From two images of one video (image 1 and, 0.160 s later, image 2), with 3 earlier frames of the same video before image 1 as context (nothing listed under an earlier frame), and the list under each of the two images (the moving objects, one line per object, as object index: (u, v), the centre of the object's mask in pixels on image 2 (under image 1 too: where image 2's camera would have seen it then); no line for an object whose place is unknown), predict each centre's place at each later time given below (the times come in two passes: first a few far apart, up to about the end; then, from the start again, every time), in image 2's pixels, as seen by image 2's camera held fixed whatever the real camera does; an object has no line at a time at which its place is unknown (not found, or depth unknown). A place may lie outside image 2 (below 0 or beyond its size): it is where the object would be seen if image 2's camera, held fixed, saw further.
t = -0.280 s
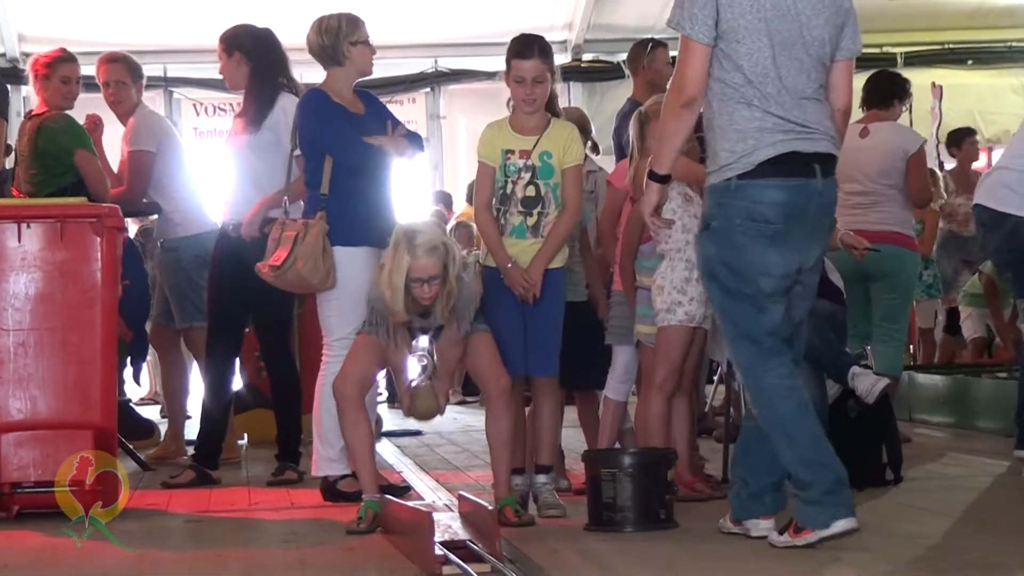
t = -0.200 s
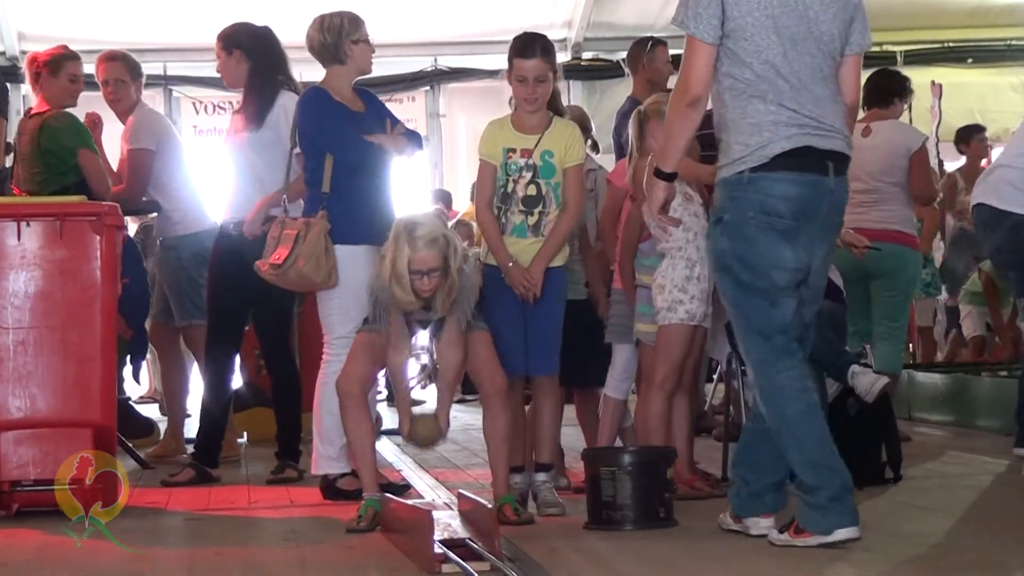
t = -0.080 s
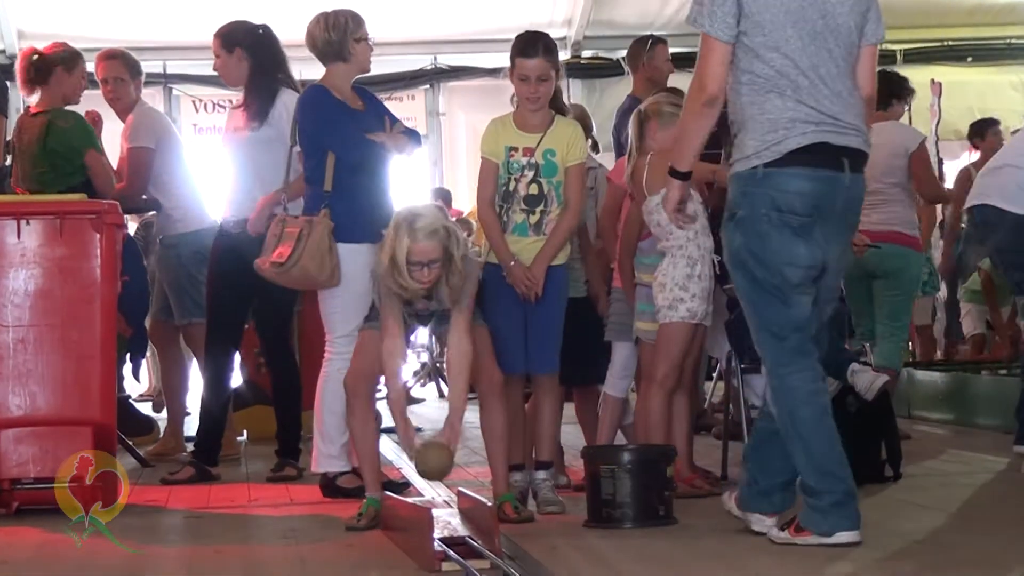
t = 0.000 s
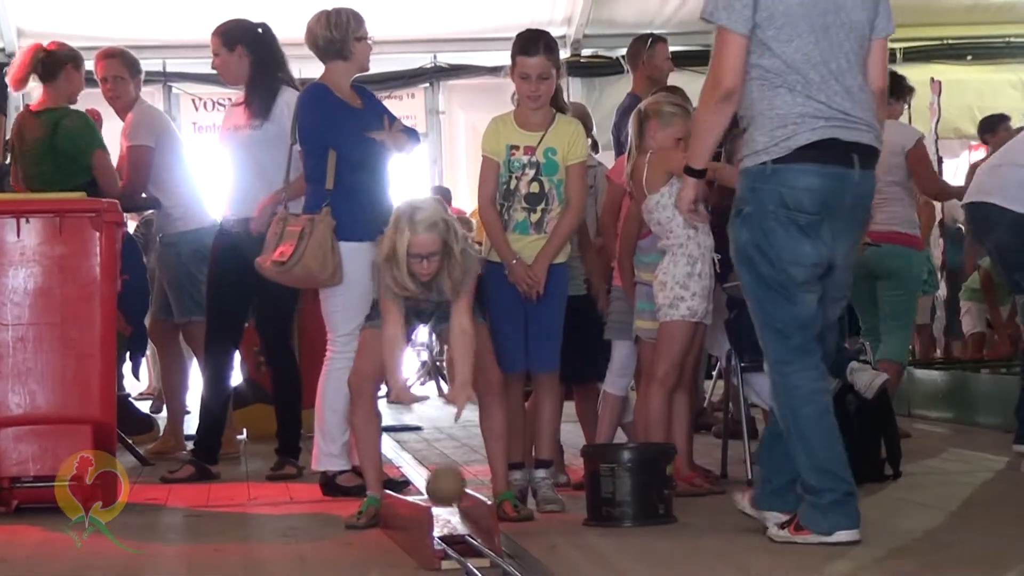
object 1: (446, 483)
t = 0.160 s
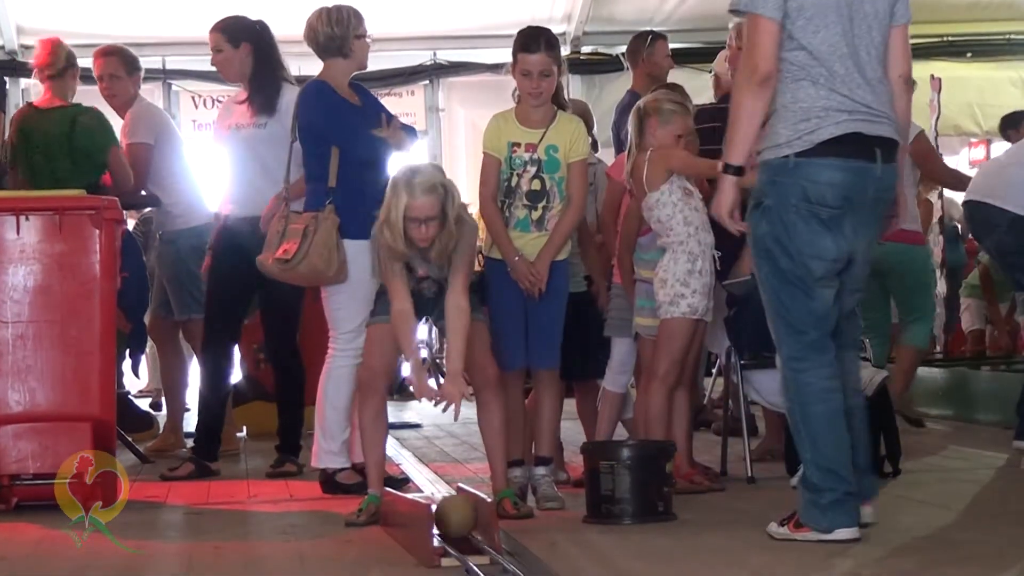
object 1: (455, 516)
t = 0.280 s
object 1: (462, 526)
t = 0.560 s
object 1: (493, 546)
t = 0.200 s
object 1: (454, 519)
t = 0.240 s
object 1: (456, 520)
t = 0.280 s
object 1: (462, 526)
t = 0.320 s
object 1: (469, 528)
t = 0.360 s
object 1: (471, 530)
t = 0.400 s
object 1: (476, 533)
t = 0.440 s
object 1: (479, 536)
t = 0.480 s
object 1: (484, 539)
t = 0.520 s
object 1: (489, 542)
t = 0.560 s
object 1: (493, 546)
